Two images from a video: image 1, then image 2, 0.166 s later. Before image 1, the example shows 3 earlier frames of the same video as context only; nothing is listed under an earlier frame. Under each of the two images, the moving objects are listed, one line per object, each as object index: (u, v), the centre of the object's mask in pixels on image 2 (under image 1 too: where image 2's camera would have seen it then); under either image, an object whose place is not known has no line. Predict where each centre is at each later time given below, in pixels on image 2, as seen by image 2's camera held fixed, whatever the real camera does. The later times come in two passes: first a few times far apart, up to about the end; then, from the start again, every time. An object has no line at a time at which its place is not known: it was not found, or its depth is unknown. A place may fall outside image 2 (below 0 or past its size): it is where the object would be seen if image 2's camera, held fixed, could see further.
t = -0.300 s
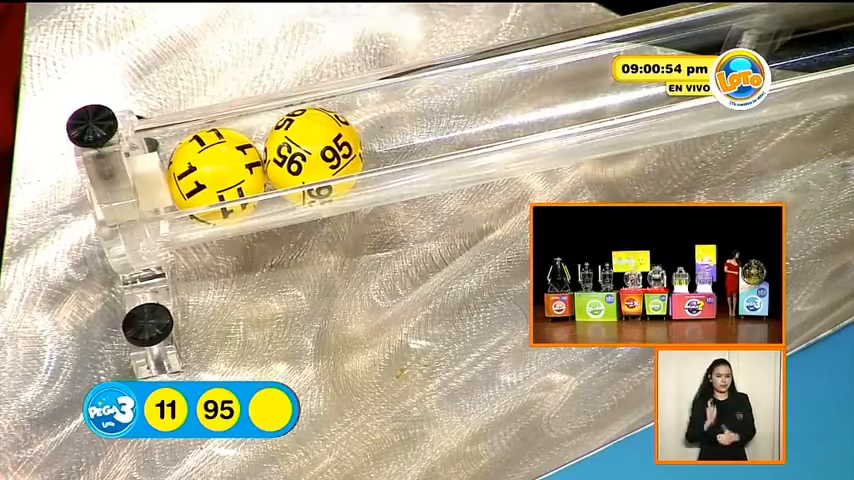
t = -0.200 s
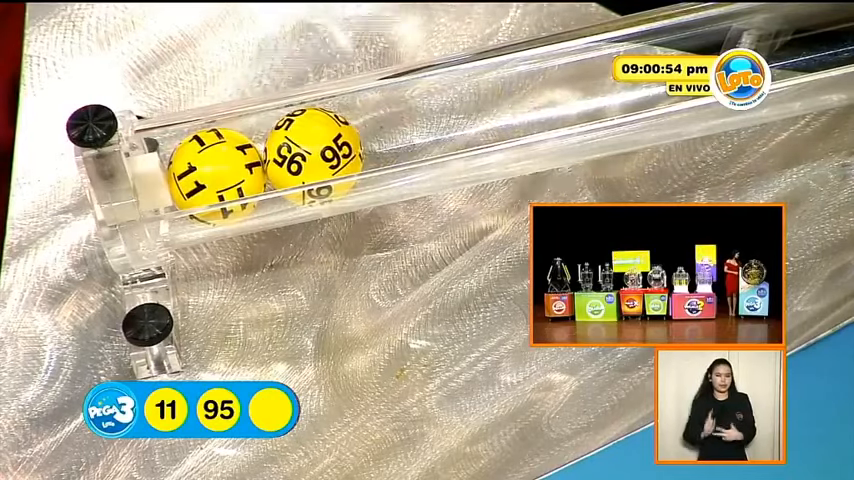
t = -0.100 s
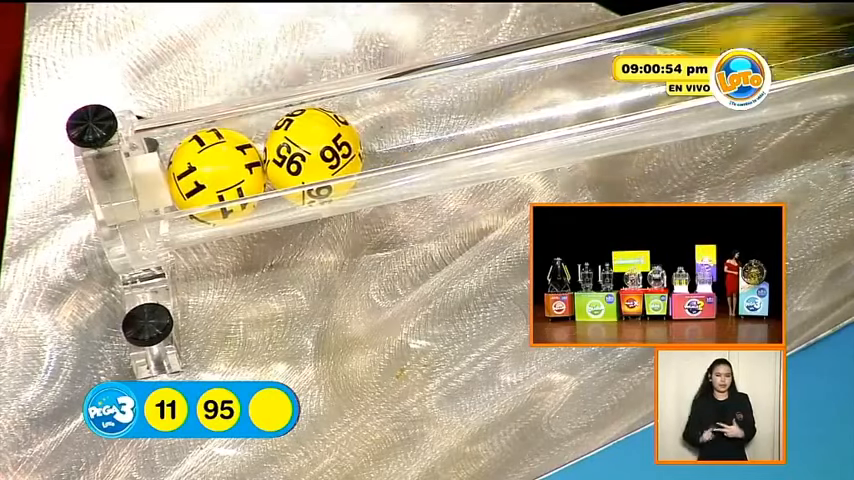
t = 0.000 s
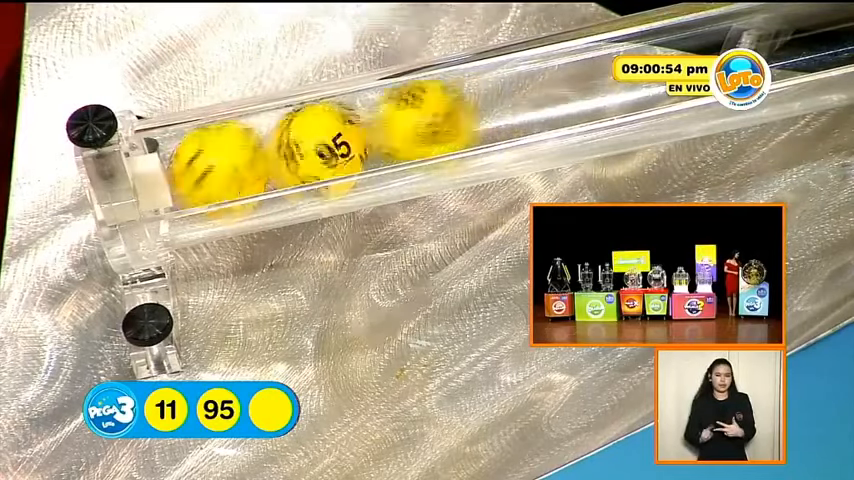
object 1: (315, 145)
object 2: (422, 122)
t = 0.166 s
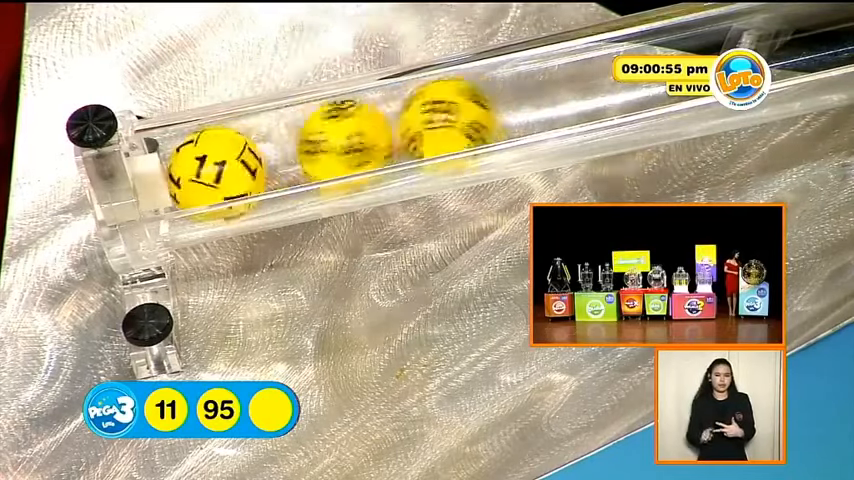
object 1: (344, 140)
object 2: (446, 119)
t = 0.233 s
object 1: (322, 146)
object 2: (421, 125)
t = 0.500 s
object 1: (310, 148)
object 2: (407, 127)
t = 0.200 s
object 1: (337, 143)
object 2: (435, 121)
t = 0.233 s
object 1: (322, 146)
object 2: (421, 125)
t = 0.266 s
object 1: (311, 148)
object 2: (410, 127)
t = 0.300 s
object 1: (311, 148)
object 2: (408, 127)
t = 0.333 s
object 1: (311, 148)
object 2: (407, 127)
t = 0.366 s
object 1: (310, 148)
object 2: (407, 127)
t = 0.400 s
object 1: (310, 148)
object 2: (408, 132)
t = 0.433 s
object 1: (310, 148)
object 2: (408, 132)
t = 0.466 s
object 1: (310, 148)
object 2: (408, 132)
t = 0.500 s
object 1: (310, 148)
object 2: (407, 127)
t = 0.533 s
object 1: (310, 148)
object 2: (408, 132)
